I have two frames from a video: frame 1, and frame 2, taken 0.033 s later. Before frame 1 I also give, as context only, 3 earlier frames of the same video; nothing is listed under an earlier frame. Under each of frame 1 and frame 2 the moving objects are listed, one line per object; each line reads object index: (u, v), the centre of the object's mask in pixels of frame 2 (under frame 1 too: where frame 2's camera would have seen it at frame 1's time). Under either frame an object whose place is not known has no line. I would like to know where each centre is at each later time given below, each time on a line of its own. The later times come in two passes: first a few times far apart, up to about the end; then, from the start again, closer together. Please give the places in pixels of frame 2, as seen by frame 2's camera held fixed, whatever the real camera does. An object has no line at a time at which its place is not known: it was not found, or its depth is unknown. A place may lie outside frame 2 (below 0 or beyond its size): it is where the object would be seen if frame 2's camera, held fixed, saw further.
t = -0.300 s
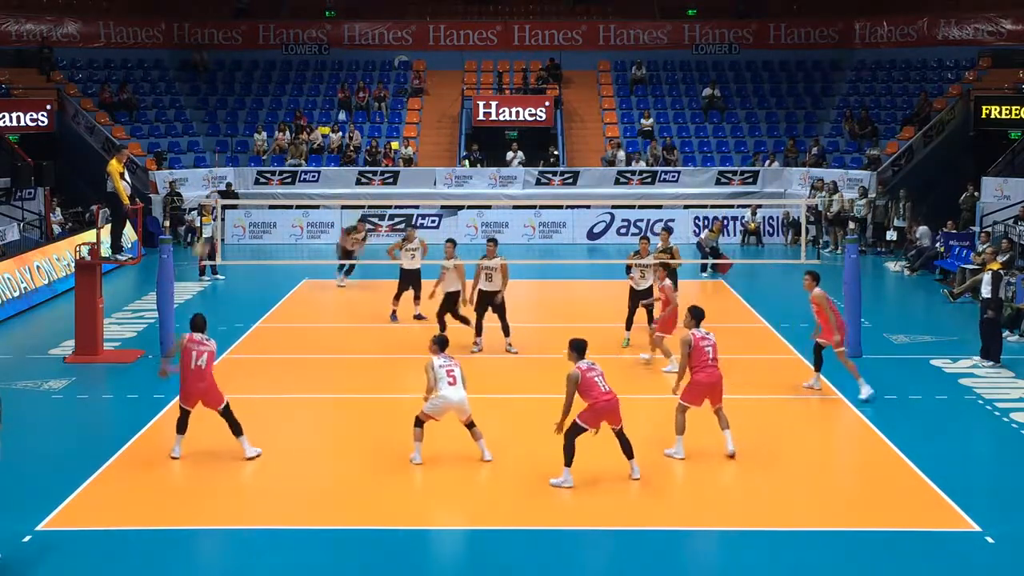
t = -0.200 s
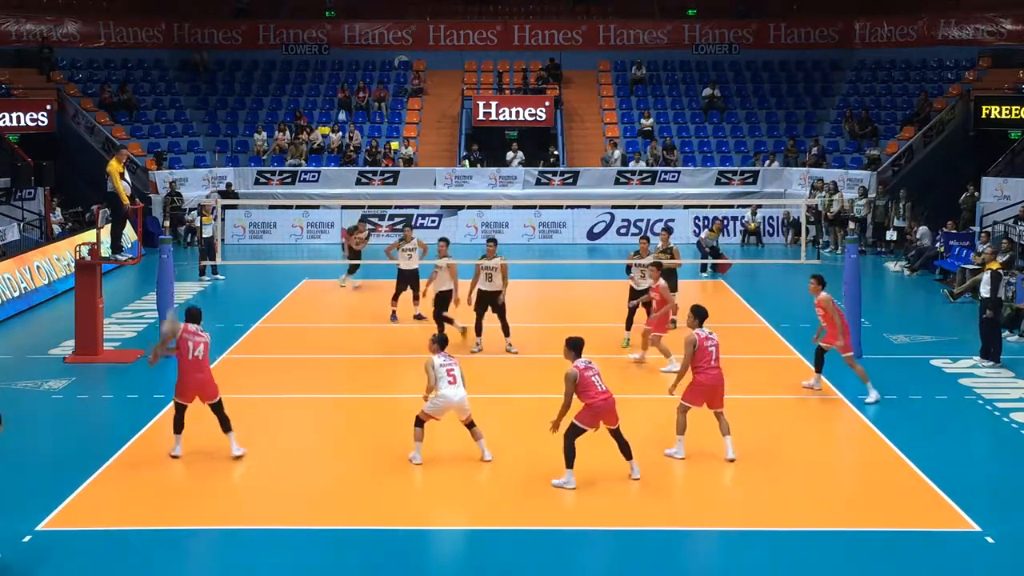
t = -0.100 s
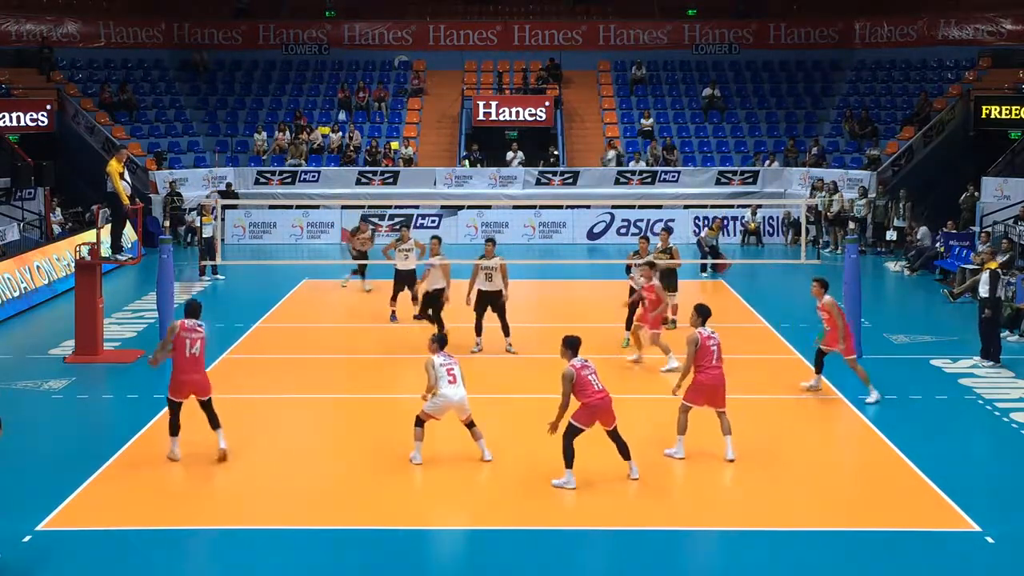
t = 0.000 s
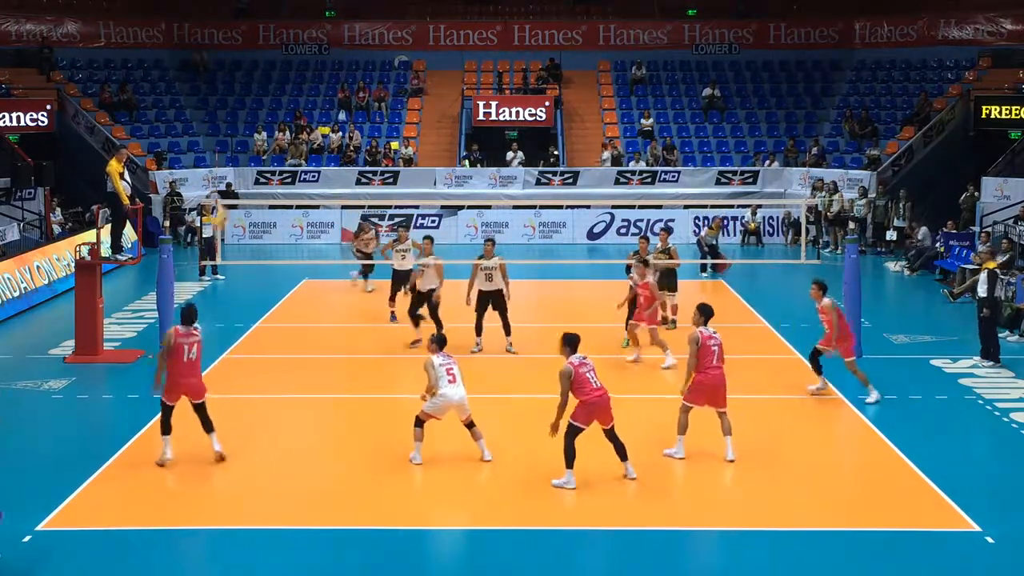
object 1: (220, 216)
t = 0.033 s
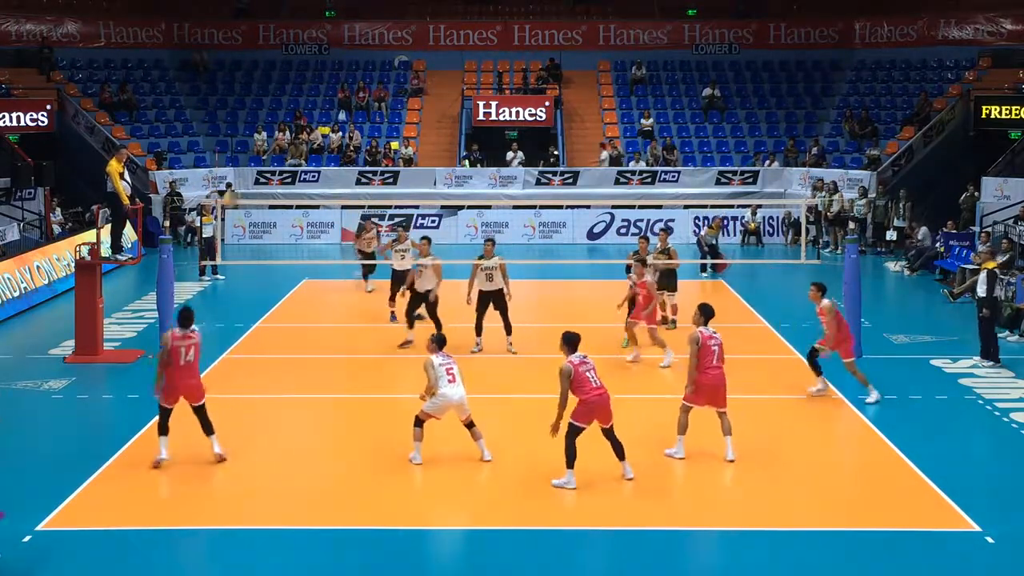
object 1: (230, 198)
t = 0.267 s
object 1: (300, 91)
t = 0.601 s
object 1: (388, 21)
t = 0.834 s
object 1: (448, 25)
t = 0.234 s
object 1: (289, 100)
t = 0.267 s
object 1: (300, 91)
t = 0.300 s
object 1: (307, 81)
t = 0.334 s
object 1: (317, 72)
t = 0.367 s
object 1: (326, 61)
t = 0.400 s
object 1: (335, 51)
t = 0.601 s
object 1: (388, 21)
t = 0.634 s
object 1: (398, 20)
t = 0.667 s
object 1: (407, 20)
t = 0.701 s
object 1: (414, 17)
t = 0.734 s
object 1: (423, 18)
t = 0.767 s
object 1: (431, 19)
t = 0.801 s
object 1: (439, 23)
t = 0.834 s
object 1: (448, 25)
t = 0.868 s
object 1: (456, 29)
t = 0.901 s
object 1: (464, 33)
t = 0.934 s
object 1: (471, 39)
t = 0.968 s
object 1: (481, 46)
